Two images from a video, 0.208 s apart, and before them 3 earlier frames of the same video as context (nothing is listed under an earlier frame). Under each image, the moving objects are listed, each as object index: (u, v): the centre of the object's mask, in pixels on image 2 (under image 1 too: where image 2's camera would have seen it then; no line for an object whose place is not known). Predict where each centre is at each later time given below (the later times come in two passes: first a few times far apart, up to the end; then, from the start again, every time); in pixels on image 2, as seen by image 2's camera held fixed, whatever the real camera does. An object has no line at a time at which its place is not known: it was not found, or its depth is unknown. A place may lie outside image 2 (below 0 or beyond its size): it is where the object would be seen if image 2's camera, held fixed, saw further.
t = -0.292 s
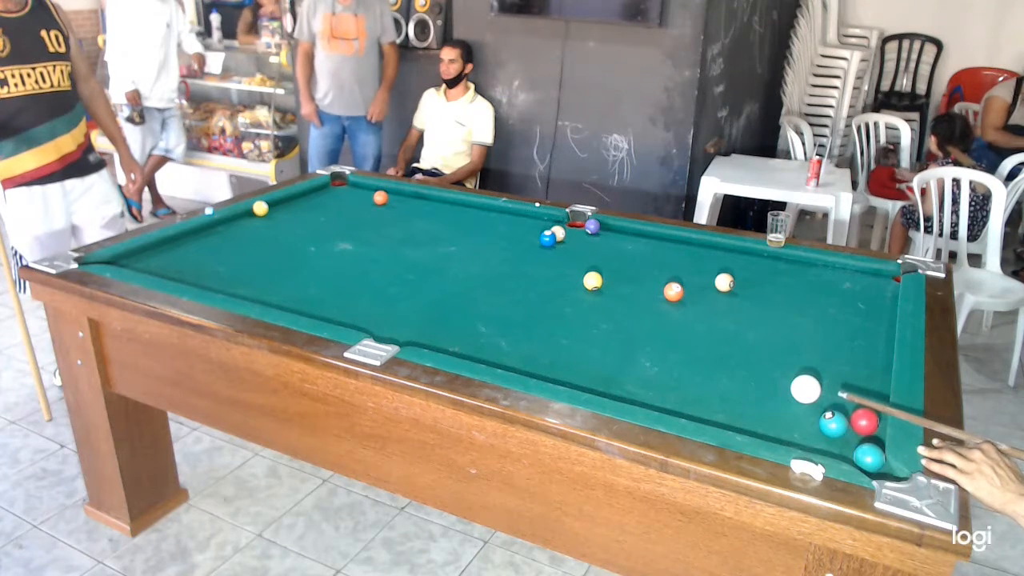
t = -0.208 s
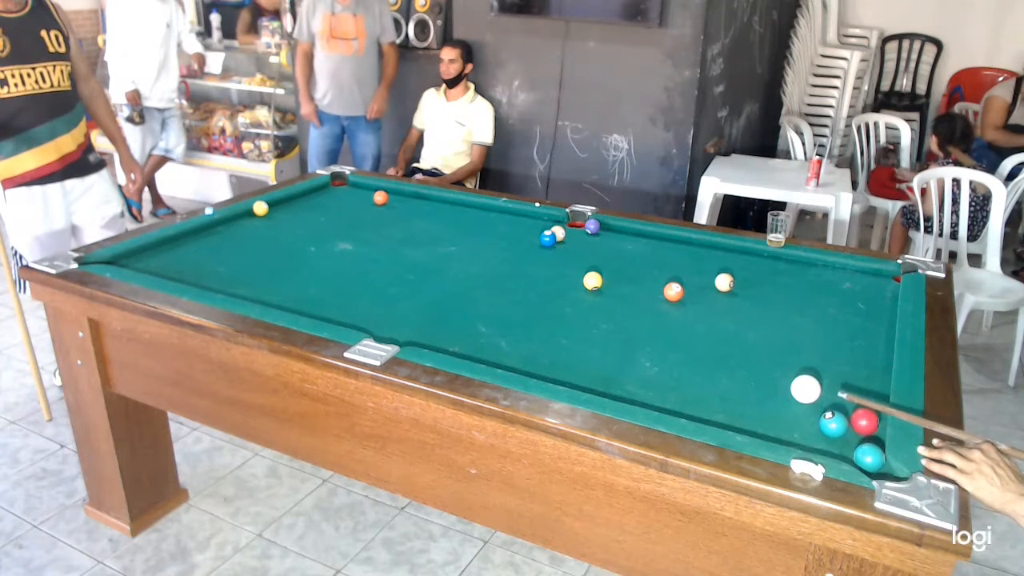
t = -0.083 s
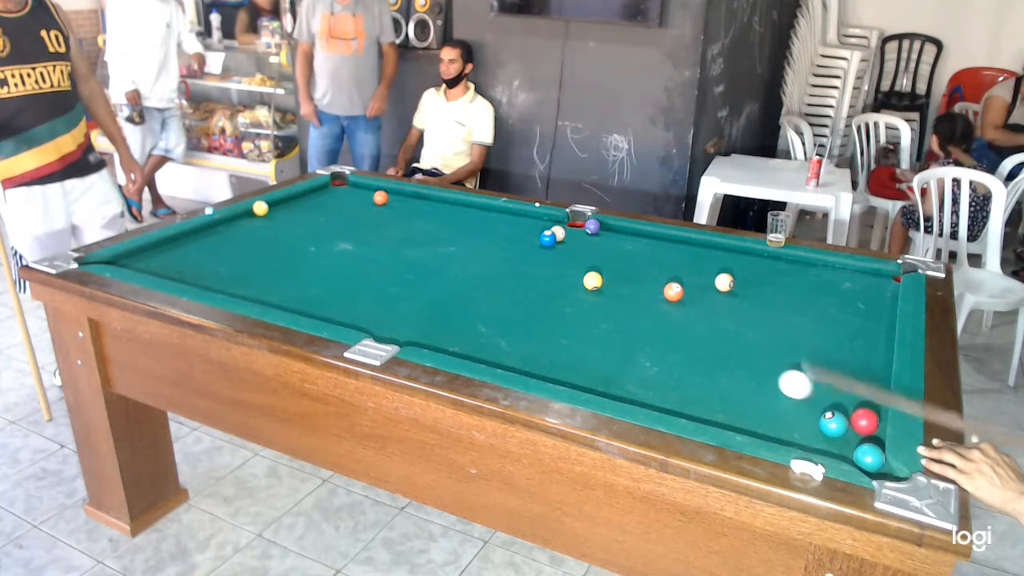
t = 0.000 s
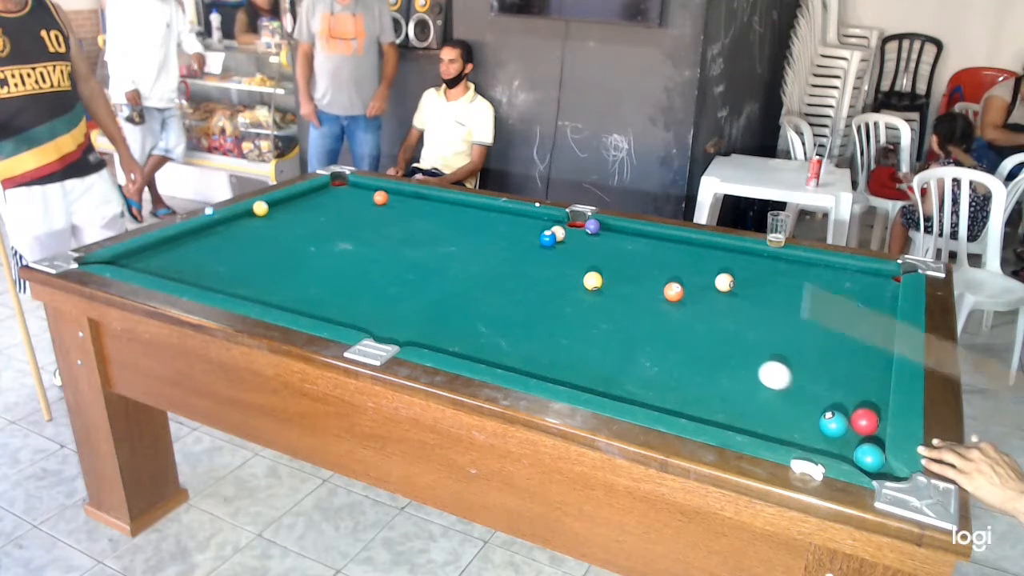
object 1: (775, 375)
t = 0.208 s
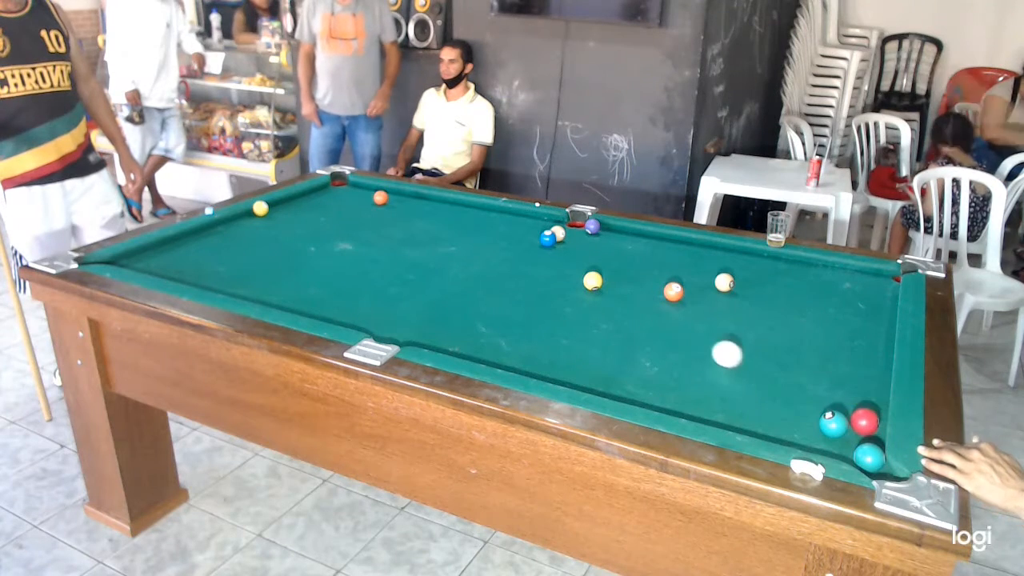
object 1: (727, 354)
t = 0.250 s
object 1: (718, 350)
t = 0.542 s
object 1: (662, 325)
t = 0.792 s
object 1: (621, 307)
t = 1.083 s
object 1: (580, 289)
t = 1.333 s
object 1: (550, 275)
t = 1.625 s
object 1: (519, 261)
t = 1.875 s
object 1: (496, 251)
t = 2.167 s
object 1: (473, 240)
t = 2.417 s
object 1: (455, 232)
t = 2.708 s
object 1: (438, 224)
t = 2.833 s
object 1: (431, 220)
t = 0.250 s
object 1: (718, 350)
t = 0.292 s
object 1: (710, 346)
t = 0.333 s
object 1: (701, 343)
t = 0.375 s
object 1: (693, 339)
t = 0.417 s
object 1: (685, 335)
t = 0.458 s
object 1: (677, 332)
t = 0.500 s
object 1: (670, 329)
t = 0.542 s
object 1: (662, 325)
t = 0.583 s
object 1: (655, 322)
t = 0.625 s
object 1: (648, 319)
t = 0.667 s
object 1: (641, 316)
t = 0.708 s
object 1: (634, 313)
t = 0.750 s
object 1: (628, 310)
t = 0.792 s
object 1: (621, 307)
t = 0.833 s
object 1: (615, 304)
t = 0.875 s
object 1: (609, 302)
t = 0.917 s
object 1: (603, 299)
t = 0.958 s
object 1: (597, 296)
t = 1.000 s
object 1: (591, 294)
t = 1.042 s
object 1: (586, 292)
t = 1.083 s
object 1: (580, 289)
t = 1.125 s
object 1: (575, 287)
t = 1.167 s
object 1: (570, 284)
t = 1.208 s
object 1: (565, 282)
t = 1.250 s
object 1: (560, 280)
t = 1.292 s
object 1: (555, 277)
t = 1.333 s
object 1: (550, 275)
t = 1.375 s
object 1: (545, 273)
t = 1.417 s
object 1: (541, 271)
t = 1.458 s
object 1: (536, 269)
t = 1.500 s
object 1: (532, 267)
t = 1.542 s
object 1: (528, 265)
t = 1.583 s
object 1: (523, 263)
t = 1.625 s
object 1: (519, 261)
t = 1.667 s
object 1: (515, 260)
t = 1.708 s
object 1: (511, 258)
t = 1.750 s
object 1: (507, 256)
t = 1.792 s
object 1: (503, 254)
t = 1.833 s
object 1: (500, 253)
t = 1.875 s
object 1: (496, 251)
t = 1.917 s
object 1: (493, 249)
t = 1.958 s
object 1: (489, 248)
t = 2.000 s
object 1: (486, 246)
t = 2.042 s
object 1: (482, 245)
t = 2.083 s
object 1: (479, 243)
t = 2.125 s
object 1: (476, 242)
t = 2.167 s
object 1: (473, 240)
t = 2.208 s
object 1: (470, 239)
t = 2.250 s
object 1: (467, 237)
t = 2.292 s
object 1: (464, 236)
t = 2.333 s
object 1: (461, 234)
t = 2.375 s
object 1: (458, 233)
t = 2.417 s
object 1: (455, 232)
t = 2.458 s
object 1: (453, 231)
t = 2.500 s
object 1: (450, 230)
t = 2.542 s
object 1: (447, 228)
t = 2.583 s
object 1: (445, 227)
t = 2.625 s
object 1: (442, 226)
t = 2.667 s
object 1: (440, 225)
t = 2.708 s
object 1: (438, 224)
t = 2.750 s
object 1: (435, 222)
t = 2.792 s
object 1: (433, 221)
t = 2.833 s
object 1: (431, 220)
